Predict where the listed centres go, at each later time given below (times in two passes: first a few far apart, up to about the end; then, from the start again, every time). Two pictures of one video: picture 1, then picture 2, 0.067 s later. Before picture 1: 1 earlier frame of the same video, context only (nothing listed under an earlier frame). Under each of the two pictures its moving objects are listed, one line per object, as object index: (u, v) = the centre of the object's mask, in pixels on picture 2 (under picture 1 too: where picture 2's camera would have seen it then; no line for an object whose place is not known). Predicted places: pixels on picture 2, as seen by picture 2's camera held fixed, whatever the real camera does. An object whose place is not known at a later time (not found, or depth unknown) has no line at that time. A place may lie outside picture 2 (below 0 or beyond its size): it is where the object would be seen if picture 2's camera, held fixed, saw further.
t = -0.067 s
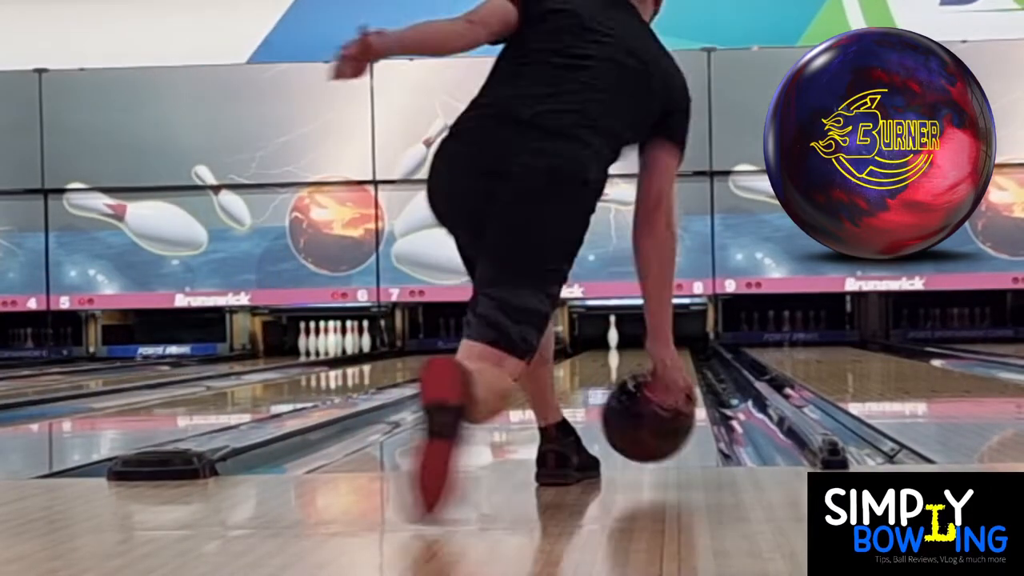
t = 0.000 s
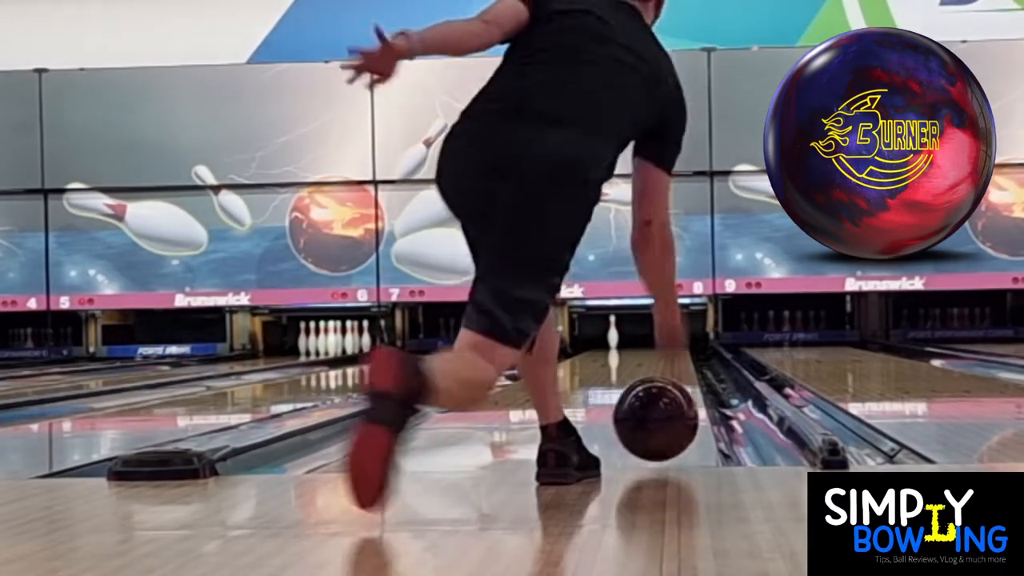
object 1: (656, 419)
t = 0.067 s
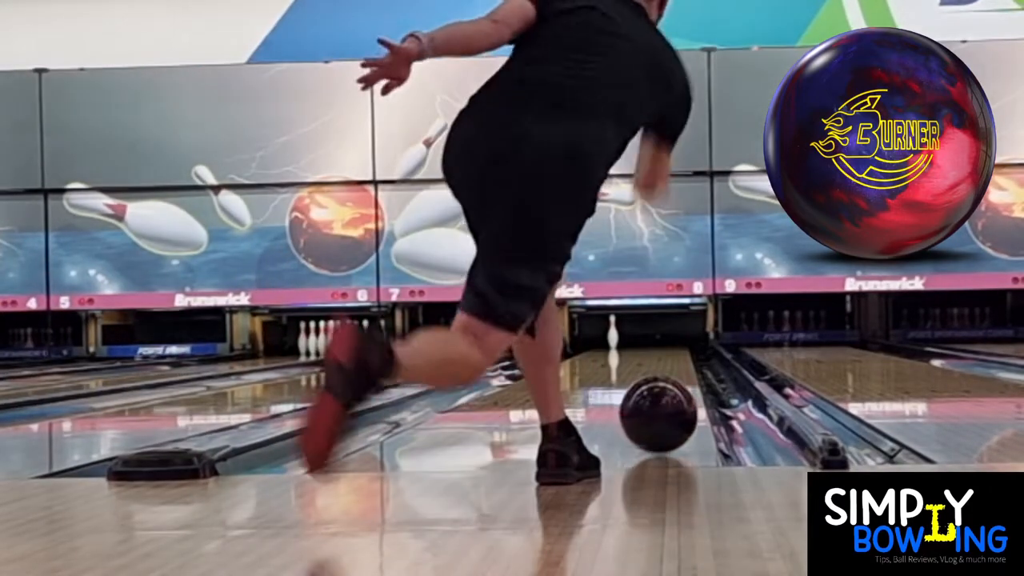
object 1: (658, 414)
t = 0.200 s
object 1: (661, 400)
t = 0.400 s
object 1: (663, 384)
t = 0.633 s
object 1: (661, 372)
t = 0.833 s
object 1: (658, 364)
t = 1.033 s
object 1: (653, 359)
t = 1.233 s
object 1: (648, 354)
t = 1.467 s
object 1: (643, 350)
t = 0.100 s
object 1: (659, 411)
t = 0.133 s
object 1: (660, 407)
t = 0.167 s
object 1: (661, 403)
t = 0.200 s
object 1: (661, 400)
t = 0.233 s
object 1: (662, 397)
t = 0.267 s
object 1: (662, 394)
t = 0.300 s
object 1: (662, 391)
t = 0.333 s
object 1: (662, 389)
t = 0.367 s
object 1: (662, 387)
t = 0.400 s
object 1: (663, 384)
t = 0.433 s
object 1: (662, 382)
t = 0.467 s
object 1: (662, 380)
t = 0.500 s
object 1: (662, 378)
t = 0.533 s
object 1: (662, 376)
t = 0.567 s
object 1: (662, 375)
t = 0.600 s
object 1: (661, 373)
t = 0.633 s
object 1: (661, 372)
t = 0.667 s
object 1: (660, 370)
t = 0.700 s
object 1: (660, 369)
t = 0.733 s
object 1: (660, 368)
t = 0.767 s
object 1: (659, 367)
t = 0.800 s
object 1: (658, 366)
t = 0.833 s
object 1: (658, 364)
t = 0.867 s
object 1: (657, 363)
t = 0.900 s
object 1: (656, 362)
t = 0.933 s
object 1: (656, 361)
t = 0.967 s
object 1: (655, 360)
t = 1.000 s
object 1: (654, 360)
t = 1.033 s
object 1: (653, 359)
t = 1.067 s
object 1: (652, 358)
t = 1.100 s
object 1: (652, 357)
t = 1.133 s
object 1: (651, 356)
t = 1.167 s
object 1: (650, 356)
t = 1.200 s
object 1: (649, 355)
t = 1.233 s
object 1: (648, 354)
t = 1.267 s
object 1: (648, 353)
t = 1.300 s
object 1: (647, 353)
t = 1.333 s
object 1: (647, 352)
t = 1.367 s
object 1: (646, 352)
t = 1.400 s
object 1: (645, 351)
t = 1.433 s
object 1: (644, 351)
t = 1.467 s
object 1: (643, 350)
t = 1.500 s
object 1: (643, 349)
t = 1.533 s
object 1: (642, 349)
